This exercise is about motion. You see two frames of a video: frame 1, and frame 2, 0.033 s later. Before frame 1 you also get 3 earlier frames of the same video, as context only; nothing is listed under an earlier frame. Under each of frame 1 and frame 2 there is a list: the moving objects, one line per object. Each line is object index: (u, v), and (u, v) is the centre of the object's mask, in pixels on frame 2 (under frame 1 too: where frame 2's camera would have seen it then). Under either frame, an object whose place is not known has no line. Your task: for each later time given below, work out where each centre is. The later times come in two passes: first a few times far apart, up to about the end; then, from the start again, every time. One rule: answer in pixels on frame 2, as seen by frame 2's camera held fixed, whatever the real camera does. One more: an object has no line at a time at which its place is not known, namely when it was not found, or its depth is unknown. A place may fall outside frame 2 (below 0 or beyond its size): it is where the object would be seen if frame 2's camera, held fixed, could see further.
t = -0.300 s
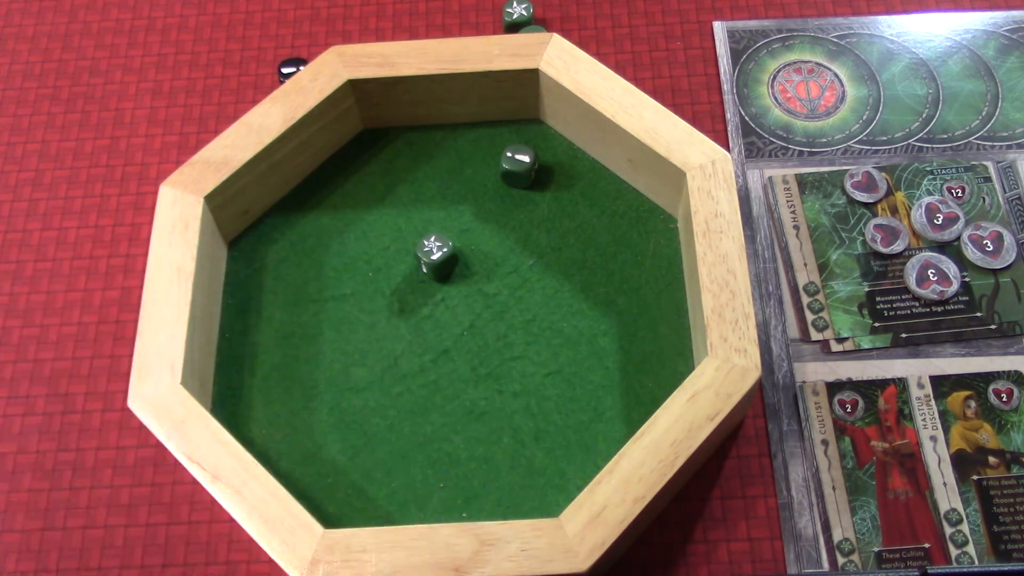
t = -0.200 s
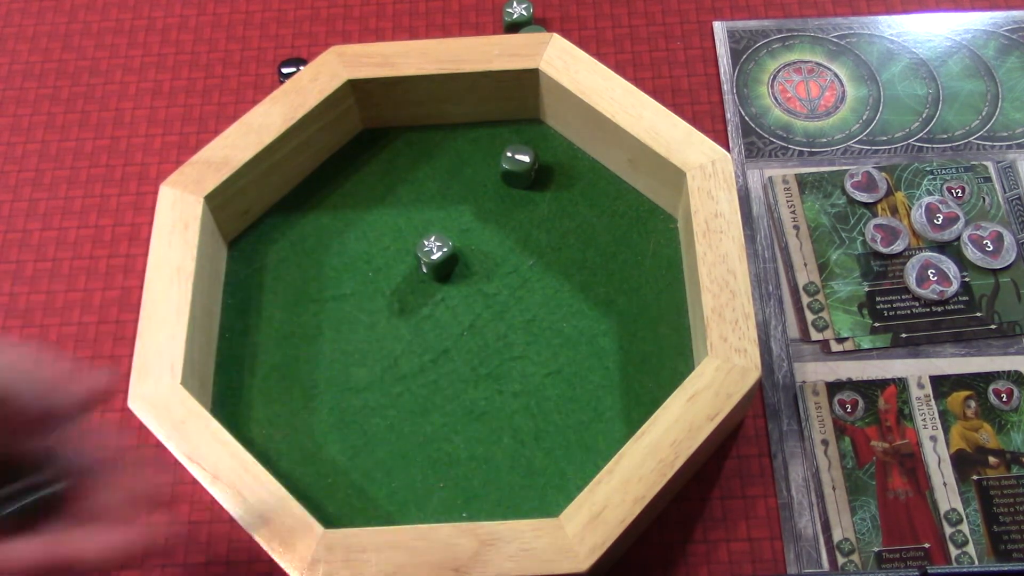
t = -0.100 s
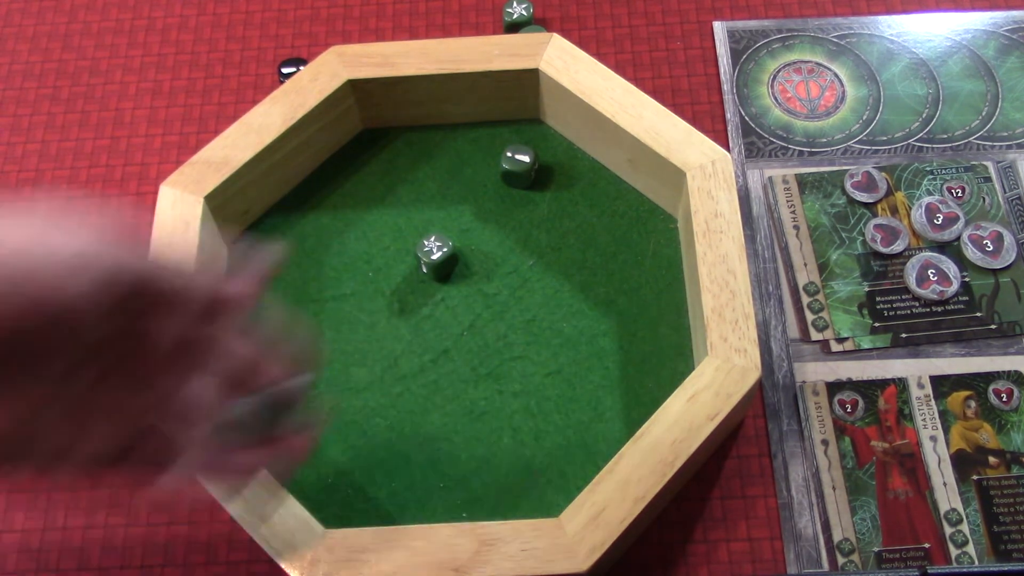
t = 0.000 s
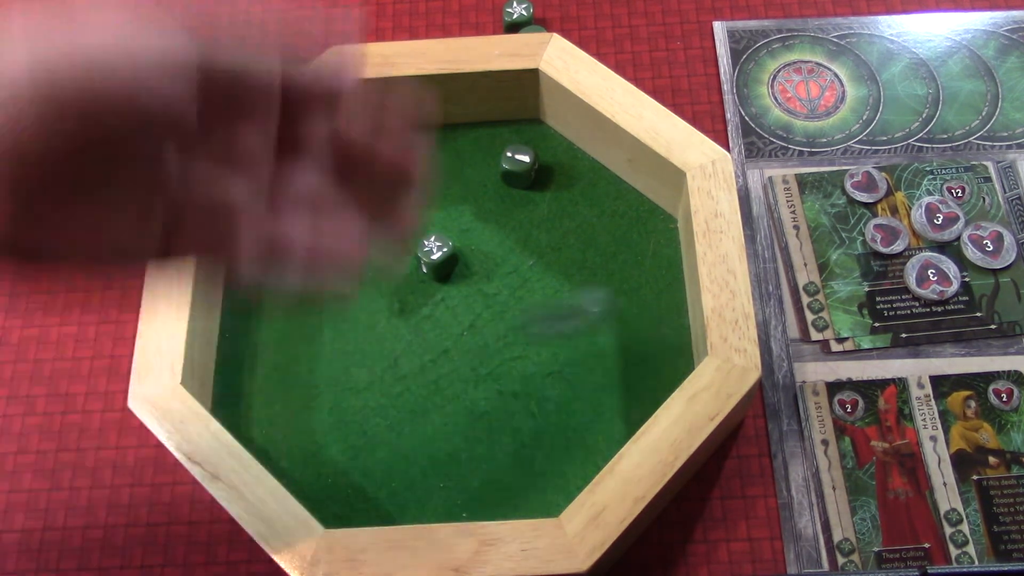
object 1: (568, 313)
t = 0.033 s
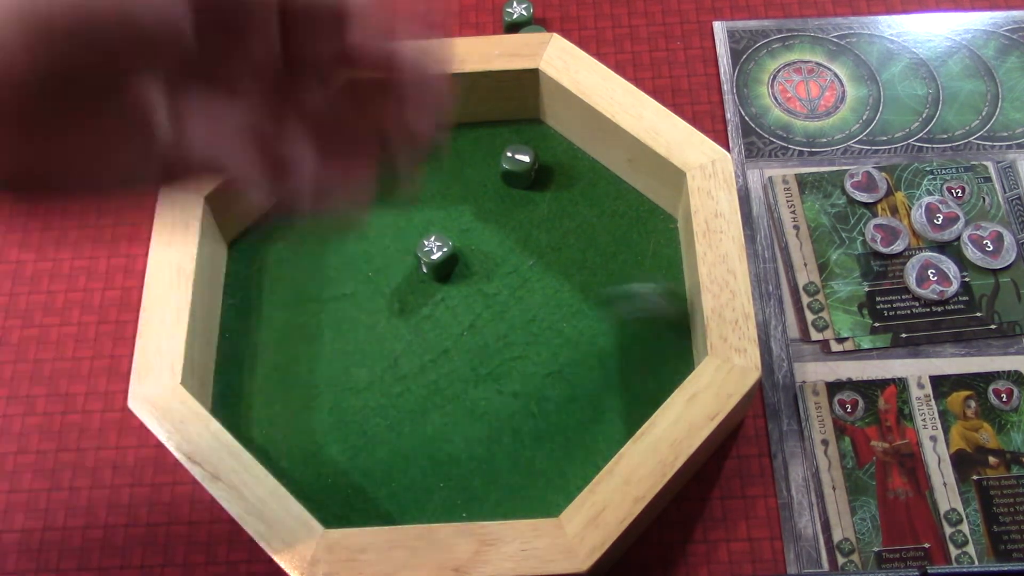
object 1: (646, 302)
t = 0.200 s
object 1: (409, 185)
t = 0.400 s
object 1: (348, 223)
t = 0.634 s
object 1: (390, 258)
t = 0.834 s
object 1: (397, 266)
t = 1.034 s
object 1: (393, 266)
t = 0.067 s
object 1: (618, 267)
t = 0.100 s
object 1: (565, 241)
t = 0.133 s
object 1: (514, 228)
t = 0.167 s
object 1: (465, 212)
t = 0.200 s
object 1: (409, 185)
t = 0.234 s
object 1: (360, 169)
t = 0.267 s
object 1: (334, 157)
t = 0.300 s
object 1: (338, 170)
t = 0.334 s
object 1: (345, 195)
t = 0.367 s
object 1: (345, 203)
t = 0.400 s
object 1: (348, 223)
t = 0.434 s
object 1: (351, 229)
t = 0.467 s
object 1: (358, 242)
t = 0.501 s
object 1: (362, 245)
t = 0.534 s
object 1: (370, 252)
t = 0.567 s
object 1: (378, 255)
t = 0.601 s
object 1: (389, 259)
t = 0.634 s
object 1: (390, 258)
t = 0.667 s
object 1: (395, 258)
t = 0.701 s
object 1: (395, 261)
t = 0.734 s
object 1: (393, 262)
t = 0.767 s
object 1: (395, 263)
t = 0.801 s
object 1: (395, 265)
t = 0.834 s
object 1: (397, 266)
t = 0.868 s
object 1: (394, 268)
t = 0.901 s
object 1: (394, 267)
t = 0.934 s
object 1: (393, 266)
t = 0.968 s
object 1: (393, 265)
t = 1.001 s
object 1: (393, 266)
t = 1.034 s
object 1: (393, 266)
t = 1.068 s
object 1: (393, 266)
